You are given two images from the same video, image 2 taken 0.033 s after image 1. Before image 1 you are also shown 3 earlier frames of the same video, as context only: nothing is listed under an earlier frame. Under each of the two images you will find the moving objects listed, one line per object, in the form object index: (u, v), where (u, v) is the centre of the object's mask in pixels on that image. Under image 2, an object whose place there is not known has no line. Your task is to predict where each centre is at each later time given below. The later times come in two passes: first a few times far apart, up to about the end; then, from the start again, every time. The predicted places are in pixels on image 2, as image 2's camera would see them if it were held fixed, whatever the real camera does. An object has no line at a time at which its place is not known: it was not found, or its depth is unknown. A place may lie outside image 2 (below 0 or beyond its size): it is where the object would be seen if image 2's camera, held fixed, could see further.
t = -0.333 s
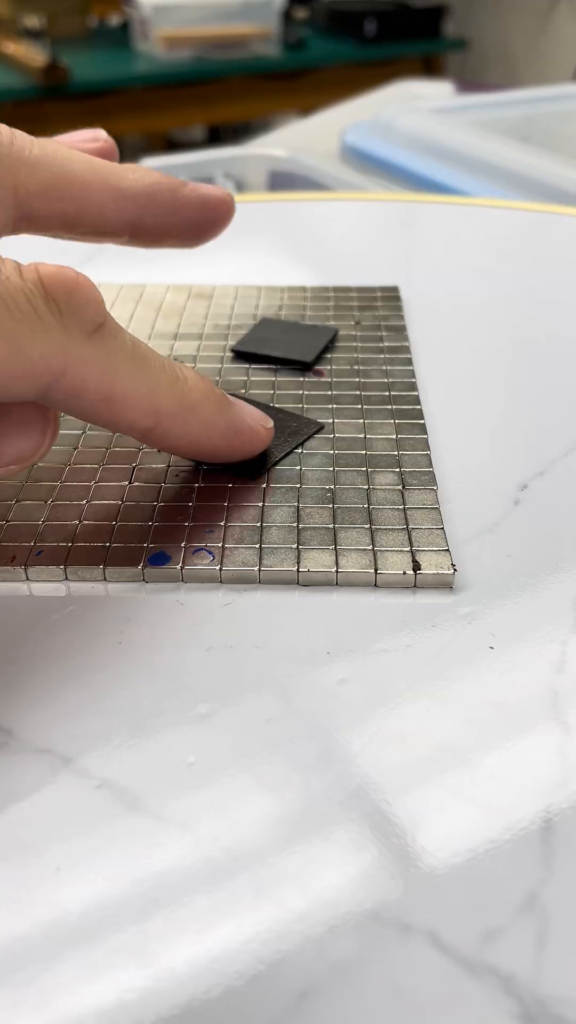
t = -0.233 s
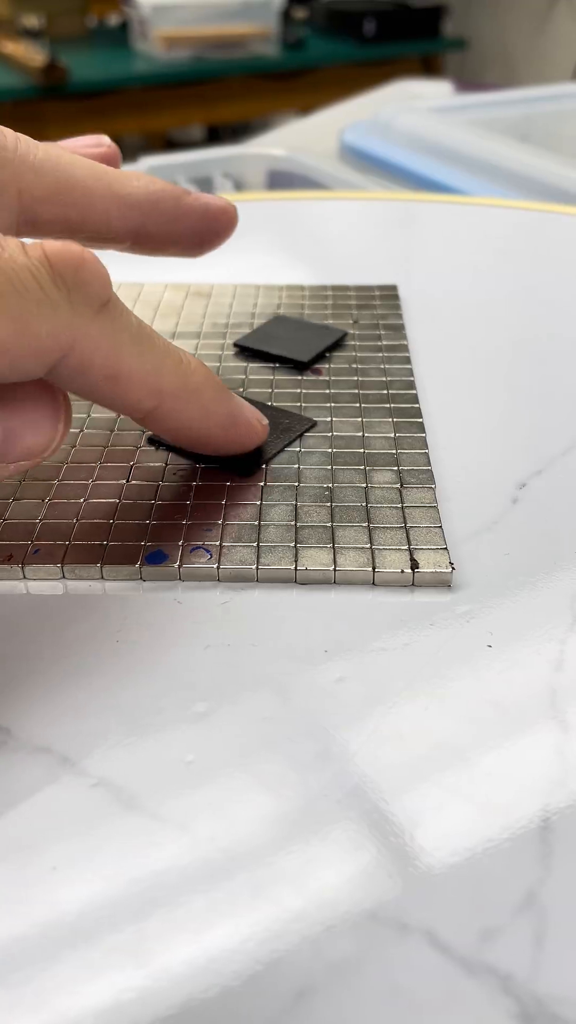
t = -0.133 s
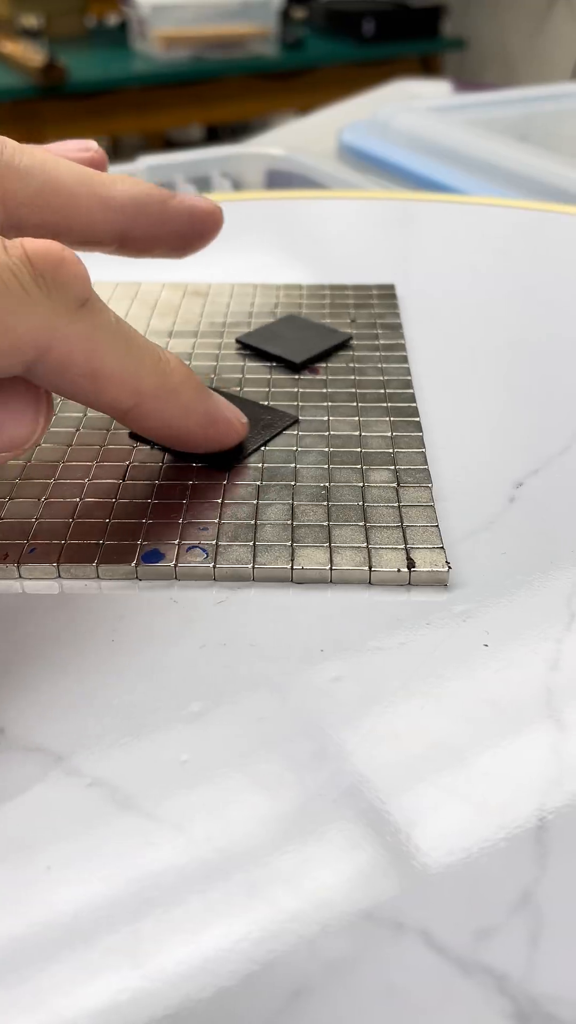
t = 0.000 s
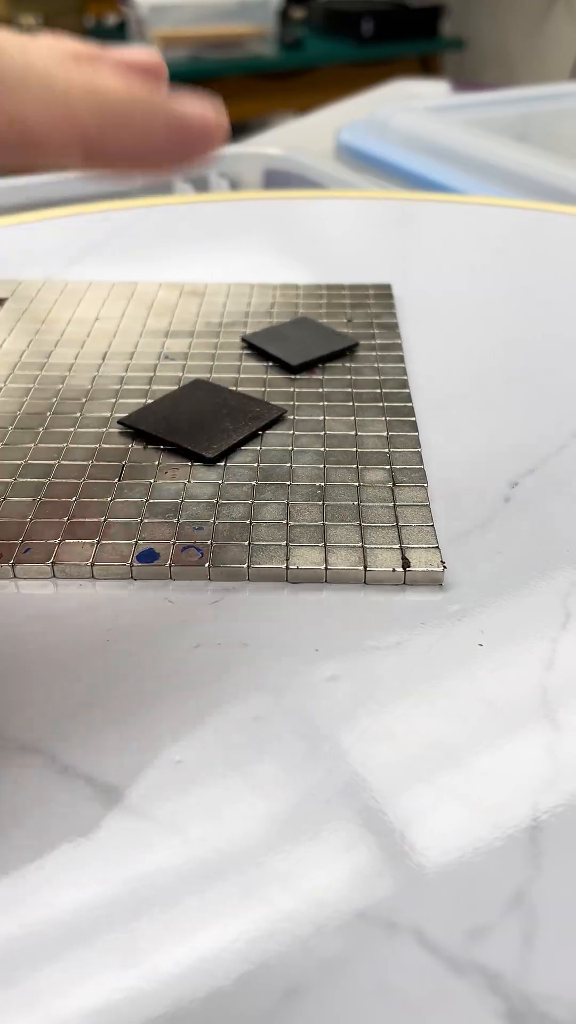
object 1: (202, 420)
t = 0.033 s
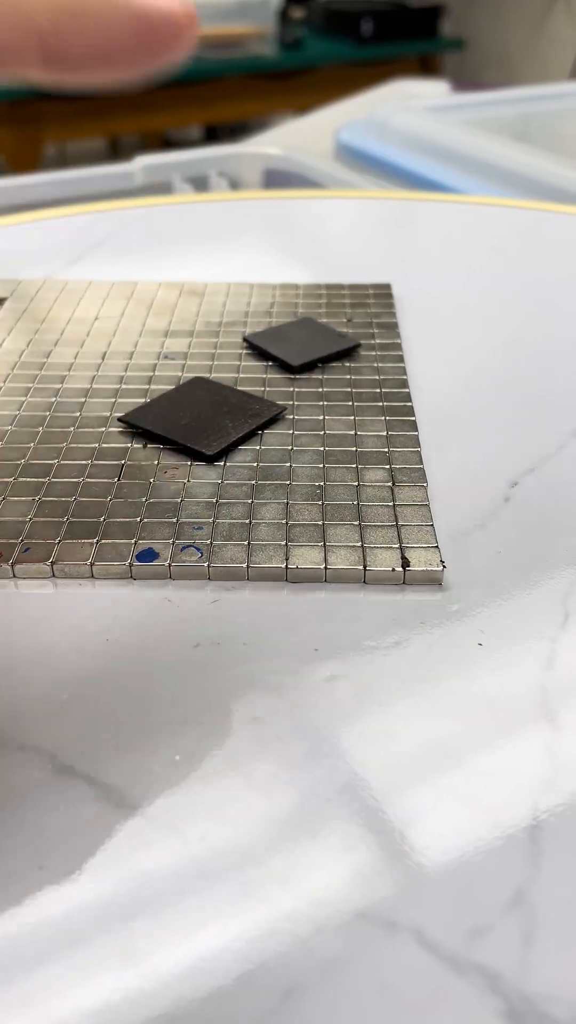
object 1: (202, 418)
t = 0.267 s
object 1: (216, 407)
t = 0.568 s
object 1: (248, 396)
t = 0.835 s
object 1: (275, 387)
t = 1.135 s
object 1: (290, 382)
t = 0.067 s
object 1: (203, 417)
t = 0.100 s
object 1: (205, 415)
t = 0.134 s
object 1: (206, 413)
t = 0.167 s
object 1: (209, 412)
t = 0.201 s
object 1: (211, 410)
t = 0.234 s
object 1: (214, 409)
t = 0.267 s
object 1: (216, 407)
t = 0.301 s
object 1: (220, 406)
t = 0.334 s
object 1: (223, 404)
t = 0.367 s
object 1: (226, 403)
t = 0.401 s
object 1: (230, 402)
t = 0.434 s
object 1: (234, 401)
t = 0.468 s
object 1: (237, 399)
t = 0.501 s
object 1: (241, 398)
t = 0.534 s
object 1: (245, 397)
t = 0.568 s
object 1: (248, 396)
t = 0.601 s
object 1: (252, 395)
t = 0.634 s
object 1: (256, 394)
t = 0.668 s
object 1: (260, 393)
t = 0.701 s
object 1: (264, 392)
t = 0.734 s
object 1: (268, 391)
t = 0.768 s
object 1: (271, 389)
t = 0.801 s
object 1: (274, 388)
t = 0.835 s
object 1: (275, 387)
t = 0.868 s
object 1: (276, 387)
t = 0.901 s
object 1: (277, 386)
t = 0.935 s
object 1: (279, 385)
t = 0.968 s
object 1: (280, 385)
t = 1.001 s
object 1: (282, 385)
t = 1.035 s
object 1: (284, 384)
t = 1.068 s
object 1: (286, 383)
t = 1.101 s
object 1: (289, 383)
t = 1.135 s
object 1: (290, 382)
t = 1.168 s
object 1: (291, 381)
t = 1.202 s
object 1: (291, 380)
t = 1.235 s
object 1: (291, 380)
